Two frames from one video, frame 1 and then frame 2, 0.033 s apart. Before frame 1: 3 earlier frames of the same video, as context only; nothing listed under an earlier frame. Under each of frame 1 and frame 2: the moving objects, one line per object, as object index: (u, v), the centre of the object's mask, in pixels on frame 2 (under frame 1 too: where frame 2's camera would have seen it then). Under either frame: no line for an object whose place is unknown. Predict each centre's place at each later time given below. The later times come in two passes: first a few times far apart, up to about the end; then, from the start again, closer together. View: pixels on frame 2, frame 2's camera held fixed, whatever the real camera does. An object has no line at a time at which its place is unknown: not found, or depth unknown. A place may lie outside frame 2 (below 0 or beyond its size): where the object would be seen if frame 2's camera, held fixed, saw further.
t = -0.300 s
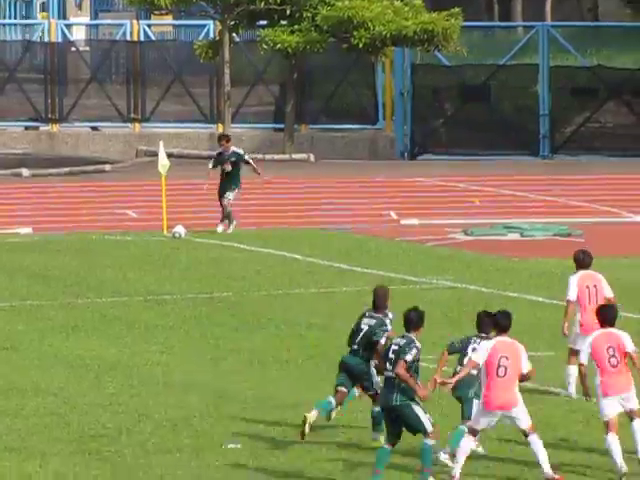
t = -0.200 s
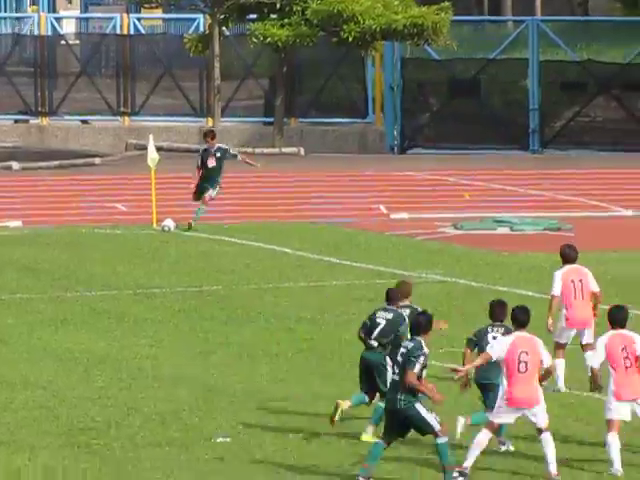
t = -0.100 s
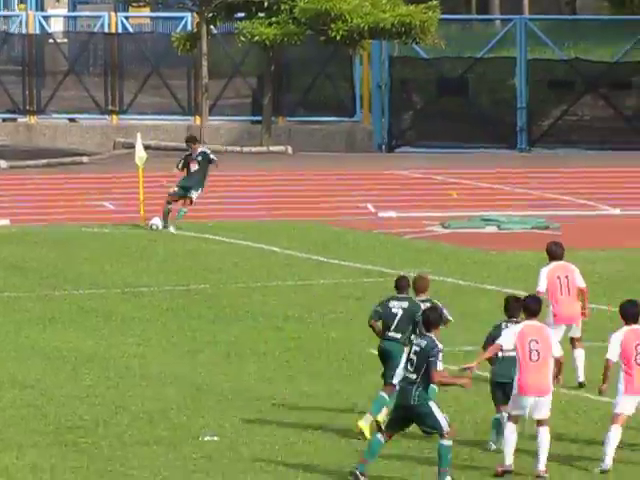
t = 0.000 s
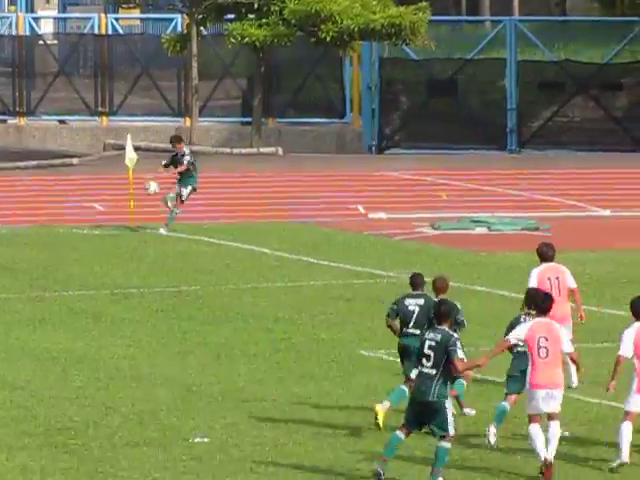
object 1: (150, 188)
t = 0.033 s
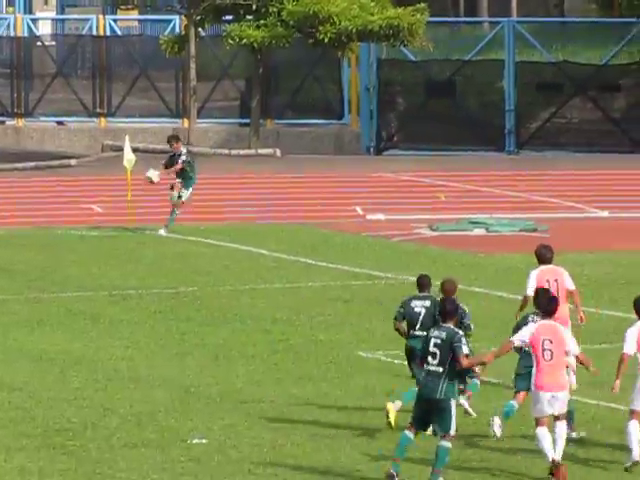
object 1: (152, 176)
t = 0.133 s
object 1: (165, 138)
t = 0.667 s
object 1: (318, 53)
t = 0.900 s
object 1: (422, 79)
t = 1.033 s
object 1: (493, 115)
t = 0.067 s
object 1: (157, 162)
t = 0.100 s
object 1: (161, 150)
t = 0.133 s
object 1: (165, 138)
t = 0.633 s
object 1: (306, 52)
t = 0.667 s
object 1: (318, 53)
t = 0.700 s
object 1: (332, 53)
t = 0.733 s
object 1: (345, 56)
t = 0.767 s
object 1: (360, 58)
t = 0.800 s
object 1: (375, 61)
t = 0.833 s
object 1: (390, 66)
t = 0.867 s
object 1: (406, 72)
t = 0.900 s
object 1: (422, 79)
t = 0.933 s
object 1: (439, 86)
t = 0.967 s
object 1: (457, 95)
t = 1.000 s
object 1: (474, 104)
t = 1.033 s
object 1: (493, 115)
